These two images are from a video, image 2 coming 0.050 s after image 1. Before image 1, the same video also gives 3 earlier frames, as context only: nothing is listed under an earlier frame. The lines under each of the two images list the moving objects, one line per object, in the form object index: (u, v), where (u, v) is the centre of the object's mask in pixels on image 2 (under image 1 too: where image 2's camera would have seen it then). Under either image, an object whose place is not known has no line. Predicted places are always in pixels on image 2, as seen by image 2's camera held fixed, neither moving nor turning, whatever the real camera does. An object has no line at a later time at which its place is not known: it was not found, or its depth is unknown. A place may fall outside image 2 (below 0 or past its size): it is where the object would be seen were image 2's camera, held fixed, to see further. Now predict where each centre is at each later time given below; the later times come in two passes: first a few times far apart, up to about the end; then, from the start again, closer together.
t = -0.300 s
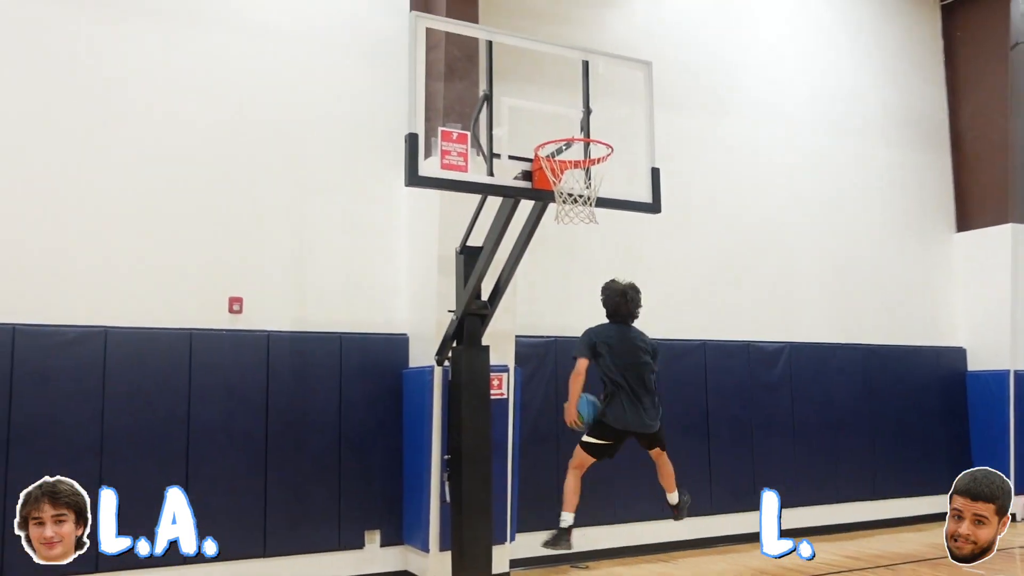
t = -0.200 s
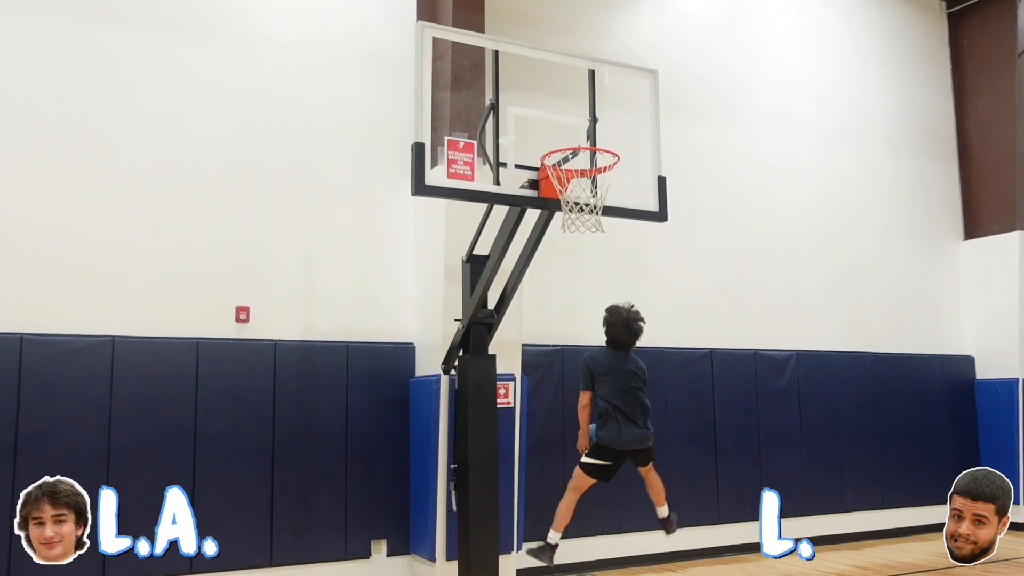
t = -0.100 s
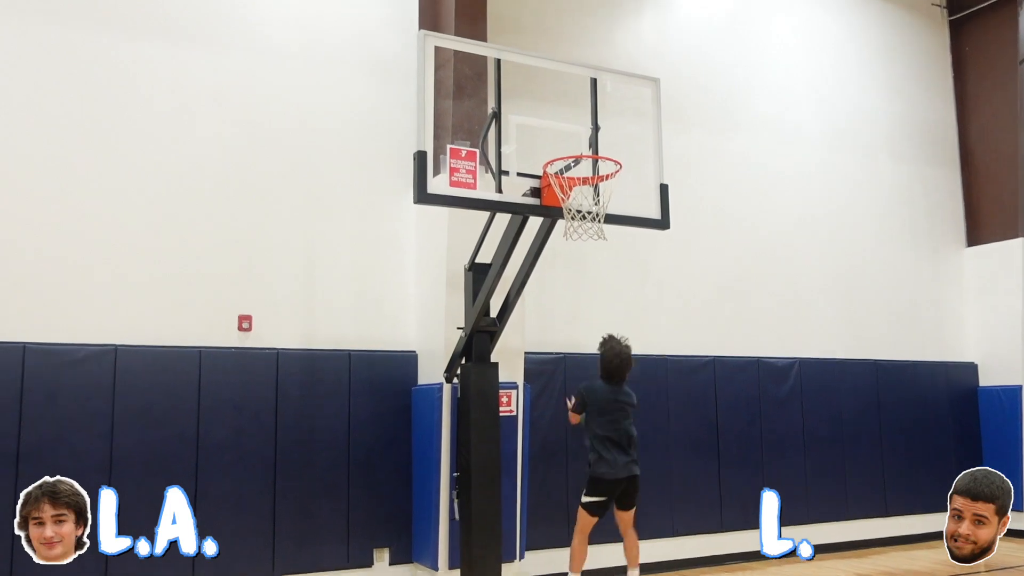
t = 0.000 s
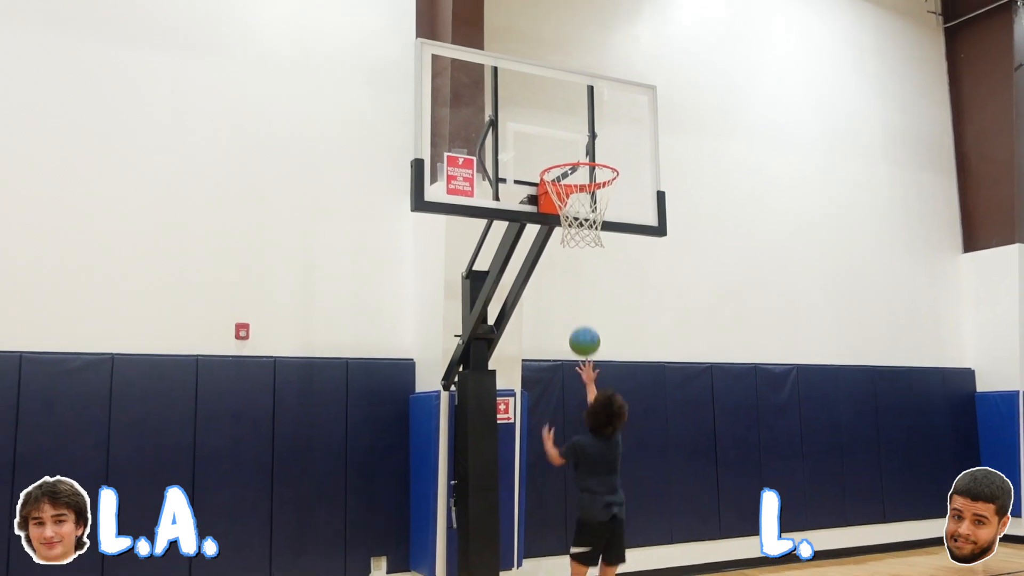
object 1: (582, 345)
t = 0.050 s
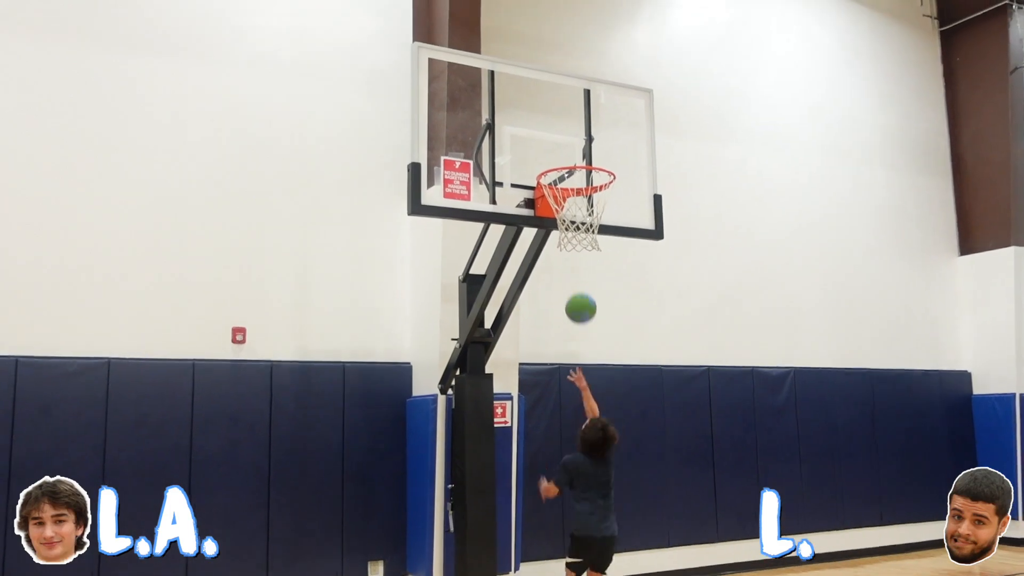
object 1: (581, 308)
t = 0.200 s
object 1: (576, 209)
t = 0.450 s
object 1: (574, 122)
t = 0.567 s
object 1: (572, 112)
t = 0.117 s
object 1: (580, 264)
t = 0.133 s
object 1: (579, 257)
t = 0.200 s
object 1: (576, 209)
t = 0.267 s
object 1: (571, 181)
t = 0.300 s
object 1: (570, 161)
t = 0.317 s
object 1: (569, 157)
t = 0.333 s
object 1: (569, 155)
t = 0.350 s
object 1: (569, 154)
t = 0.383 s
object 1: (573, 136)
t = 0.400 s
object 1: (574, 129)
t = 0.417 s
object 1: (574, 126)
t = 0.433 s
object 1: (573, 124)
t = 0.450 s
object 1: (574, 122)
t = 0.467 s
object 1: (573, 118)
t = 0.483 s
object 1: (573, 115)
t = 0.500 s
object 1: (573, 112)
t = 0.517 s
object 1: (573, 110)
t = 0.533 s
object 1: (573, 108)
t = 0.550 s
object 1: (573, 110)
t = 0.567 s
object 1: (572, 112)
